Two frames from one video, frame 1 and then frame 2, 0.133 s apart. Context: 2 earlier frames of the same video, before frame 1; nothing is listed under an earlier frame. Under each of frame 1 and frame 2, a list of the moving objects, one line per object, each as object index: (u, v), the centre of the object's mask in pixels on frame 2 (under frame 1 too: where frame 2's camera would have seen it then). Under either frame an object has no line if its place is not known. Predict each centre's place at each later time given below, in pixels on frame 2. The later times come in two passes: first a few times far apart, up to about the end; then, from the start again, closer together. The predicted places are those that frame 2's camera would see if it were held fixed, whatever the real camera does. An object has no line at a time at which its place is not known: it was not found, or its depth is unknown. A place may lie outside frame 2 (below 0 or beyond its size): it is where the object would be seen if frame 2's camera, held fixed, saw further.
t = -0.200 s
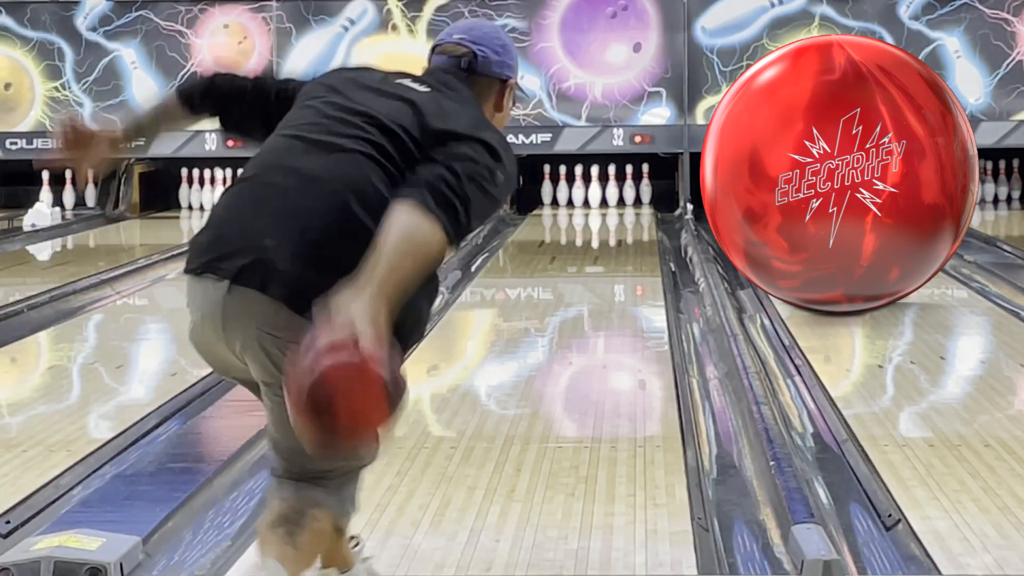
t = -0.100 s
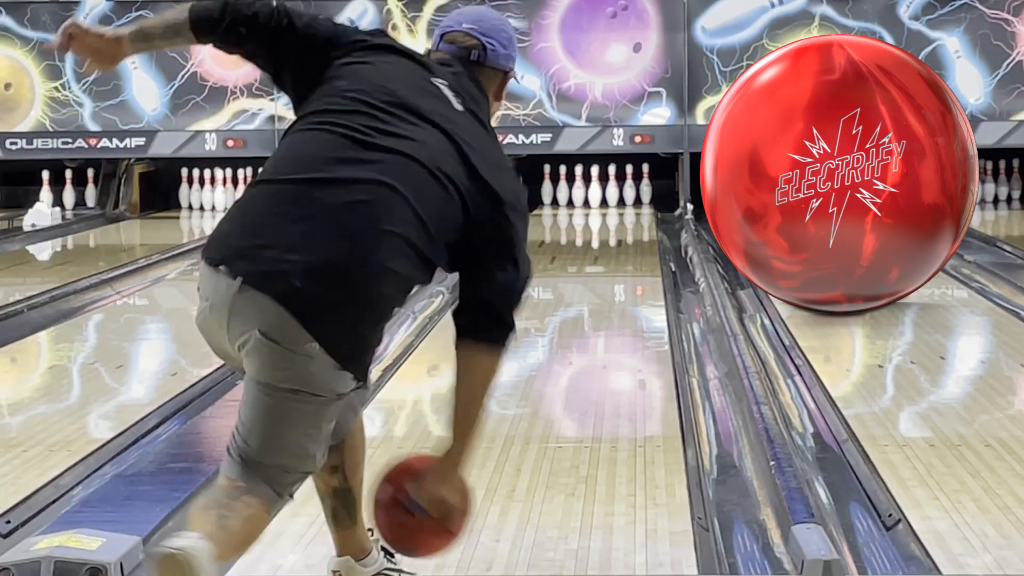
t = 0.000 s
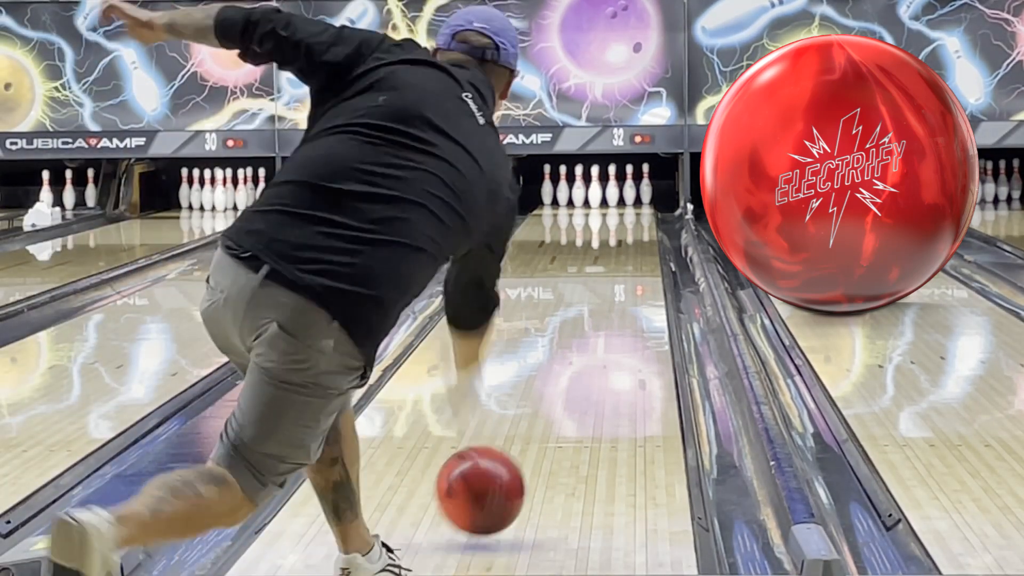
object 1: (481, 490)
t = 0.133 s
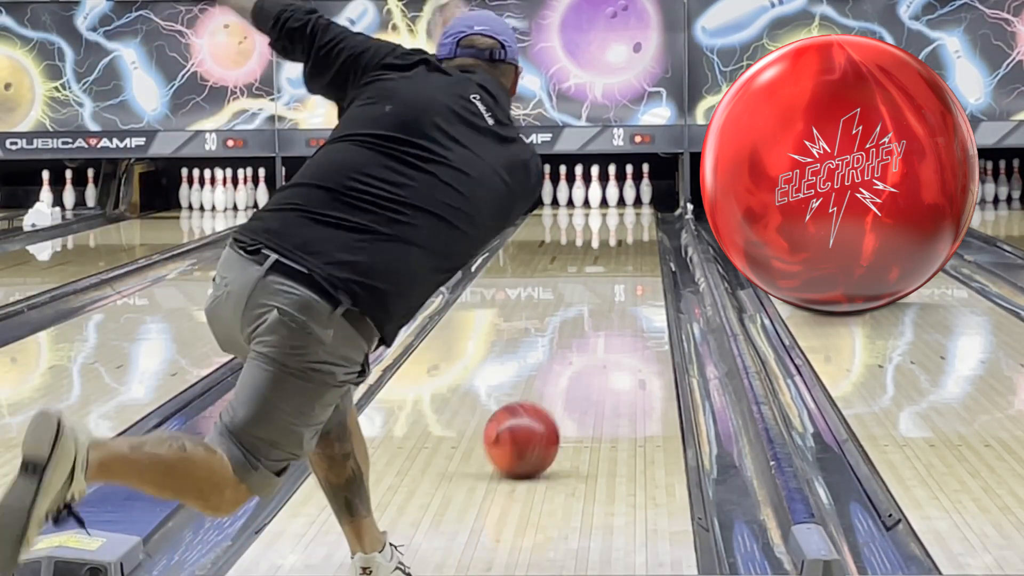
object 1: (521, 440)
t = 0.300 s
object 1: (557, 384)
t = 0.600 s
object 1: (597, 319)
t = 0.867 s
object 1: (619, 281)
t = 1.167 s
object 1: (633, 250)
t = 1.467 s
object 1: (641, 229)
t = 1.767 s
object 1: (640, 213)
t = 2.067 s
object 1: (624, 202)
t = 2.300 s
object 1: (611, 195)
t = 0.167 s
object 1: (529, 427)
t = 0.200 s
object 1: (537, 415)
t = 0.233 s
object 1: (544, 403)
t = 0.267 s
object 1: (551, 393)
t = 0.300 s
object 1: (557, 384)
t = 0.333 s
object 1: (563, 374)
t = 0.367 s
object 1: (568, 366)
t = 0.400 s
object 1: (573, 358)
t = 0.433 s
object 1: (578, 350)
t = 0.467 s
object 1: (582, 343)
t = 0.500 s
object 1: (586, 336)
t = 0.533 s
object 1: (590, 330)
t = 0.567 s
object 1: (594, 324)
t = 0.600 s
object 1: (597, 319)
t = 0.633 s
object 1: (601, 313)
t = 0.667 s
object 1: (604, 308)
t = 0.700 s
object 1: (607, 303)
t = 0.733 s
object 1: (609, 298)
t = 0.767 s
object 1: (612, 293)
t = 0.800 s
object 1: (614, 289)
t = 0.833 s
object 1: (617, 285)
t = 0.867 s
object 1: (619, 281)
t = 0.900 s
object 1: (621, 276)
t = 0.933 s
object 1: (623, 273)
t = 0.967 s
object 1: (624, 269)
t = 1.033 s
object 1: (629, 262)
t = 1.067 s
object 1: (629, 259)
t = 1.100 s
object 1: (630, 256)
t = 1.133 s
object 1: (632, 253)
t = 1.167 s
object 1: (633, 250)
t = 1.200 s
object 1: (635, 247)
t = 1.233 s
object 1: (635, 245)
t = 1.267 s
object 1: (636, 243)
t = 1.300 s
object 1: (637, 240)
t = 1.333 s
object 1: (638, 238)
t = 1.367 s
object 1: (639, 236)
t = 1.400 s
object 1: (639, 233)
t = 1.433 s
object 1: (640, 231)
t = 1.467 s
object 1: (641, 229)
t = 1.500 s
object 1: (641, 227)
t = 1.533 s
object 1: (641, 225)
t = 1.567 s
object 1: (642, 223)
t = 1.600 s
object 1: (642, 221)
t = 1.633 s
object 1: (642, 220)
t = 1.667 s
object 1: (641, 218)
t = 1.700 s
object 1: (641, 216)
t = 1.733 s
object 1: (640, 214)
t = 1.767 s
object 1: (640, 213)
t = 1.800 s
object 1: (639, 211)
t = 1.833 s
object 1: (637, 210)
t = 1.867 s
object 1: (636, 208)
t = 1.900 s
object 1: (635, 207)
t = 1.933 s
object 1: (633, 206)
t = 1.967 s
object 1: (631, 205)
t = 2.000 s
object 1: (629, 204)
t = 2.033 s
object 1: (628, 202)
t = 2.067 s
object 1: (624, 202)
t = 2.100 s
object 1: (621, 200)
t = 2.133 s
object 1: (619, 199)
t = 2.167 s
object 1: (615, 199)
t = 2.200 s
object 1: (612, 198)
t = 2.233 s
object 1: (611, 197)
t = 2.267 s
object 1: (610, 196)
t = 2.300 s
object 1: (611, 195)
